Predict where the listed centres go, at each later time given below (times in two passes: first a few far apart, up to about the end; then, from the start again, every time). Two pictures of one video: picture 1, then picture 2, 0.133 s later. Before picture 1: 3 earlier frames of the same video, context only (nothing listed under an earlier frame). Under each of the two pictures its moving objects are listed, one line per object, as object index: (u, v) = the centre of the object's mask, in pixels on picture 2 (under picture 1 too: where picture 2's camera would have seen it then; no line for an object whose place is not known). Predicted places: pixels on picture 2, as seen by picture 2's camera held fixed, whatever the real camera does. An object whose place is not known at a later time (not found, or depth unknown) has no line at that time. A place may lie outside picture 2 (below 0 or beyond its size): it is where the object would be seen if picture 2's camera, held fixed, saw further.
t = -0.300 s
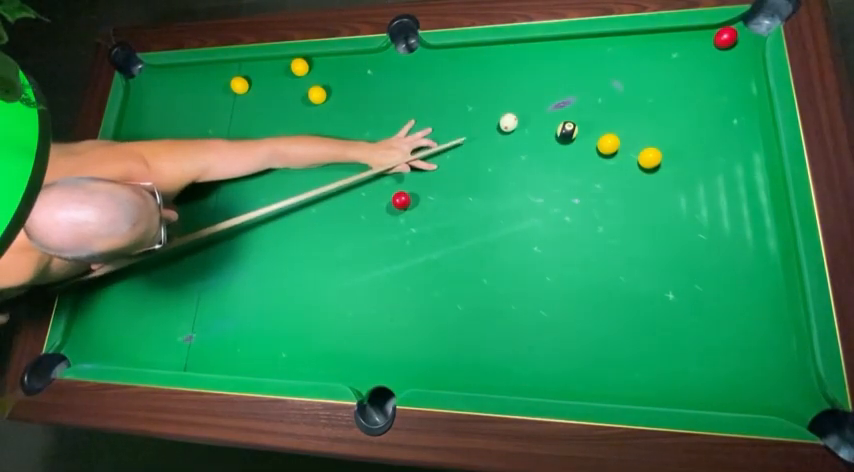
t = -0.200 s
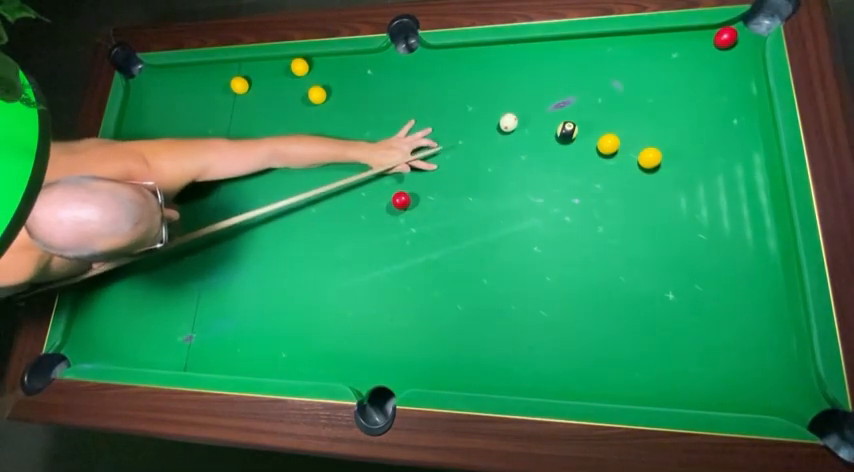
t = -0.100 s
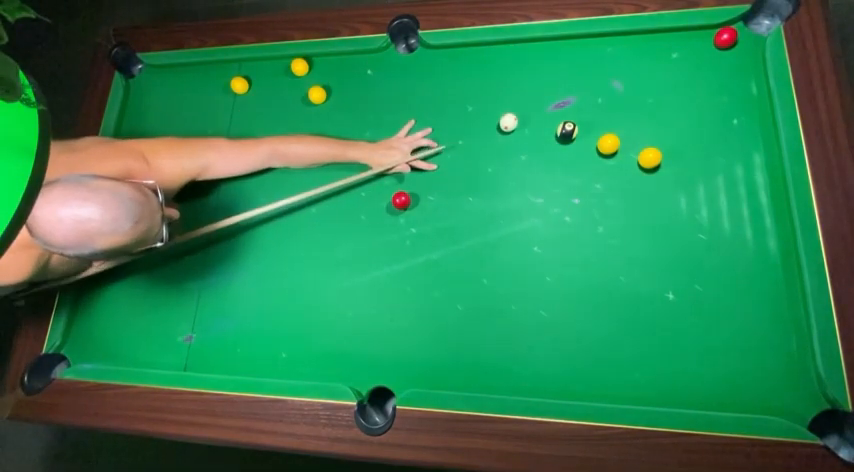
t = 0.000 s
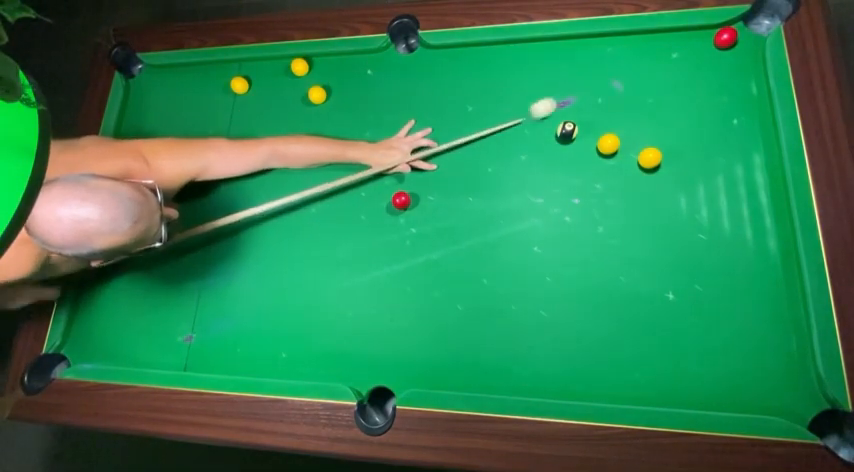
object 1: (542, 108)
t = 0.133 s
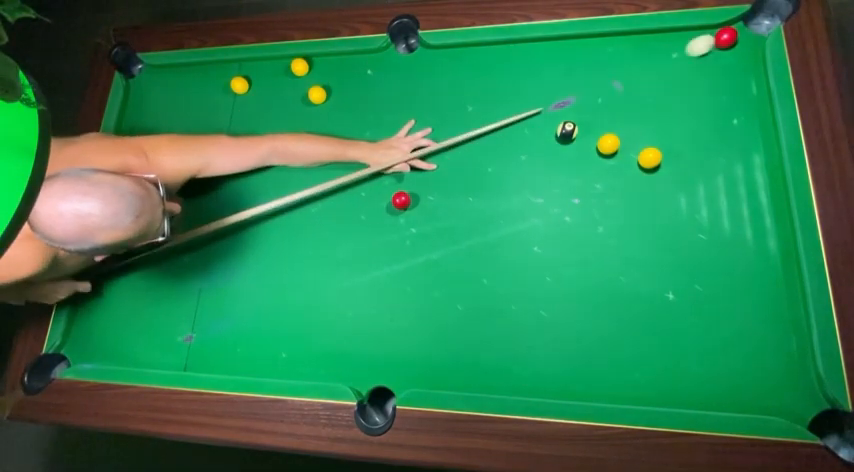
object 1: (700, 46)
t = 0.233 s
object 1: (692, 41)
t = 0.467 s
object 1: (661, 37)
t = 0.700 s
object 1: (640, 43)
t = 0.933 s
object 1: (621, 48)
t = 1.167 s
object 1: (603, 52)
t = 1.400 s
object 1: (588, 55)
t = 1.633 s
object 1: (575, 58)
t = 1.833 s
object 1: (565, 60)
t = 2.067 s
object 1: (555, 62)
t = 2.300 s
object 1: (547, 63)
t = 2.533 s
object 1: (541, 64)
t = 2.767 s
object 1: (537, 64)
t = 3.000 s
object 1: (535, 64)
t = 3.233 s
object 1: (535, 64)
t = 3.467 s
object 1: (535, 64)
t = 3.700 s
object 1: (536, 64)
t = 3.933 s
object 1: (536, 64)
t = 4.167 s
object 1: (536, 64)
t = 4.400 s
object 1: (536, 64)
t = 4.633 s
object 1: (536, 64)
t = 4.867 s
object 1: (536, 64)
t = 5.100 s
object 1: (536, 64)
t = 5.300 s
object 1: (536, 64)
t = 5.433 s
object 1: (536, 64)
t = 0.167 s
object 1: (702, 42)
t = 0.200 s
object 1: (697, 42)
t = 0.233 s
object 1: (692, 41)
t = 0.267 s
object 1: (687, 40)
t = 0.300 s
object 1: (683, 40)
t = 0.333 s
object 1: (678, 39)
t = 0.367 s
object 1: (674, 38)
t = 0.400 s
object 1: (669, 38)
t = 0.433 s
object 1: (665, 37)
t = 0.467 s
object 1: (661, 37)
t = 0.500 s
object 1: (658, 38)
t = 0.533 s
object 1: (655, 39)
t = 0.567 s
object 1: (652, 40)
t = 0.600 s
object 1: (649, 41)
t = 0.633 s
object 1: (646, 41)
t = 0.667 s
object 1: (643, 42)
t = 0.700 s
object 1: (640, 43)
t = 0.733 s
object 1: (637, 44)
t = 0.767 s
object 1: (634, 44)
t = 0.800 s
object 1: (632, 45)
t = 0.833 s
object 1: (629, 46)
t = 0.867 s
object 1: (626, 46)
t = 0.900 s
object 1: (623, 47)
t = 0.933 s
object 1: (621, 48)
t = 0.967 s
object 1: (618, 48)
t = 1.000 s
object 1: (616, 49)
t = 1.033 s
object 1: (613, 50)
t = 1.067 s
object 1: (611, 50)
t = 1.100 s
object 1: (608, 51)
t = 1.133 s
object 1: (606, 51)
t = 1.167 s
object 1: (603, 52)
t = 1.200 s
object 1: (601, 52)
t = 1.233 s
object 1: (599, 53)
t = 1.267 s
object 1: (597, 53)
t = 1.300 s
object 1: (594, 54)
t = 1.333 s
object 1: (592, 54)
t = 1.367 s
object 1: (590, 55)
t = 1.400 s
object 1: (588, 55)
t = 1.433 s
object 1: (586, 56)
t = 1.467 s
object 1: (584, 56)
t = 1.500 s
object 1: (582, 56)
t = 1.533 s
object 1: (580, 57)
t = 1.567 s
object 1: (578, 57)
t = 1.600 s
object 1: (577, 58)
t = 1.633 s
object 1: (575, 58)
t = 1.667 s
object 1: (573, 58)
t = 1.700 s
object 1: (571, 59)
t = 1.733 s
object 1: (570, 59)
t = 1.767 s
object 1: (568, 59)
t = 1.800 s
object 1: (566, 60)
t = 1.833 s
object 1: (565, 60)
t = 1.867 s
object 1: (563, 60)
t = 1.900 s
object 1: (562, 61)
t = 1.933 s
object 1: (560, 61)
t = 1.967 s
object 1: (559, 61)
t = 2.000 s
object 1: (558, 61)
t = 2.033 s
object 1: (556, 61)
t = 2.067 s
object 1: (555, 62)
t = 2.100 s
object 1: (554, 62)
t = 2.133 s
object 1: (553, 62)
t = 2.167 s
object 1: (551, 63)
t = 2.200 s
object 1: (550, 63)
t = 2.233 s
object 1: (549, 63)
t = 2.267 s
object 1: (548, 63)
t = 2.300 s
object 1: (547, 63)
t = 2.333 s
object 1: (546, 63)
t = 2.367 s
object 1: (545, 64)
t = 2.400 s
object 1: (544, 64)
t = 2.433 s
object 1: (543, 64)
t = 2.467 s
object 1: (543, 64)
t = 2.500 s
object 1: (542, 64)
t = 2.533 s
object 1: (541, 64)
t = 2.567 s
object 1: (541, 64)
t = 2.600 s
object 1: (540, 64)
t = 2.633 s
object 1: (539, 64)
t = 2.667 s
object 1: (539, 64)
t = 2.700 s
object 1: (538, 64)
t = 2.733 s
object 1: (538, 64)
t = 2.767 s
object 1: (537, 64)
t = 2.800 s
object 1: (537, 64)
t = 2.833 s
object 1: (536, 64)
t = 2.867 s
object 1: (536, 64)
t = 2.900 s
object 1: (536, 64)
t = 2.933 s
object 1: (535, 64)
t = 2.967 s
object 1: (535, 64)
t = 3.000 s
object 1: (535, 64)
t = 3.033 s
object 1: (535, 64)
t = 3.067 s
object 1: (535, 64)
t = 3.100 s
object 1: (535, 64)
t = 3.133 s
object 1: (535, 64)
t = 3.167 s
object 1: (535, 64)
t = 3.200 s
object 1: (535, 64)
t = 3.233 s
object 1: (535, 64)
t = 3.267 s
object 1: (535, 64)
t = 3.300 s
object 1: (535, 64)
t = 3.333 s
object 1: (535, 64)
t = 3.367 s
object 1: (535, 64)
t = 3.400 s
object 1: (535, 64)
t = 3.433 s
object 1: (535, 64)
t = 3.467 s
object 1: (535, 64)
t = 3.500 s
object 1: (535, 64)
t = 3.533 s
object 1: (535, 64)
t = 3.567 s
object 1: (535, 64)
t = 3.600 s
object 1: (535, 64)
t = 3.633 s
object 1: (535, 64)
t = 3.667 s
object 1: (535, 64)
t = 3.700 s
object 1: (536, 64)
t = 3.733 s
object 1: (536, 64)
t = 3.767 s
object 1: (536, 64)
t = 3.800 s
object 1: (536, 64)
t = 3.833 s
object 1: (536, 64)
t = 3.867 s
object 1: (536, 64)
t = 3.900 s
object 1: (536, 64)
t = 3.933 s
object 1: (536, 64)
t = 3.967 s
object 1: (536, 64)
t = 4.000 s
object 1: (536, 64)
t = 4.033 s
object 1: (536, 64)
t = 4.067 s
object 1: (536, 64)
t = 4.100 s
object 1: (536, 64)
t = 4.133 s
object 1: (536, 64)
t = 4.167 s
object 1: (536, 64)
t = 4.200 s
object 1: (536, 64)
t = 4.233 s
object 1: (536, 64)
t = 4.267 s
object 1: (536, 64)
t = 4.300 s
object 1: (536, 64)
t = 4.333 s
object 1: (536, 64)
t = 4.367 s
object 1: (536, 64)
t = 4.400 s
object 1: (536, 64)
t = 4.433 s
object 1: (536, 64)
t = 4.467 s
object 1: (536, 64)
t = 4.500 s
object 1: (536, 64)
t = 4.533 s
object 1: (536, 64)
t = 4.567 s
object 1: (536, 64)
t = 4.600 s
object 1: (536, 64)
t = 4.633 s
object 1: (536, 64)
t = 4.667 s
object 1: (536, 64)
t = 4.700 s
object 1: (536, 64)
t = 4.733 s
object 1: (536, 64)
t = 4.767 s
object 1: (536, 64)
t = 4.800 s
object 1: (536, 64)
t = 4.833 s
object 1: (536, 64)
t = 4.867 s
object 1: (536, 64)
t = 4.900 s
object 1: (536, 64)
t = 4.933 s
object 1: (536, 64)
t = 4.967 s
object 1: (536, 64)
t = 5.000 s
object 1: (536, 64)
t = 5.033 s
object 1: (536, 64)
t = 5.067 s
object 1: (536, 64)
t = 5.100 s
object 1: (536, 64)
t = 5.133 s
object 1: (536, 64)
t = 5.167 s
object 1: (536, 64)
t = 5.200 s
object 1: (536, 64)
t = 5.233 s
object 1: (536, 64)
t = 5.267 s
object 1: (536, 64)
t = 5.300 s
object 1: (536, 64)
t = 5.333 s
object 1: (536, 64)
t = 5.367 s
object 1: (536, 64)
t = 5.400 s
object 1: (536, 64)
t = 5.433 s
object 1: (536, 64)
